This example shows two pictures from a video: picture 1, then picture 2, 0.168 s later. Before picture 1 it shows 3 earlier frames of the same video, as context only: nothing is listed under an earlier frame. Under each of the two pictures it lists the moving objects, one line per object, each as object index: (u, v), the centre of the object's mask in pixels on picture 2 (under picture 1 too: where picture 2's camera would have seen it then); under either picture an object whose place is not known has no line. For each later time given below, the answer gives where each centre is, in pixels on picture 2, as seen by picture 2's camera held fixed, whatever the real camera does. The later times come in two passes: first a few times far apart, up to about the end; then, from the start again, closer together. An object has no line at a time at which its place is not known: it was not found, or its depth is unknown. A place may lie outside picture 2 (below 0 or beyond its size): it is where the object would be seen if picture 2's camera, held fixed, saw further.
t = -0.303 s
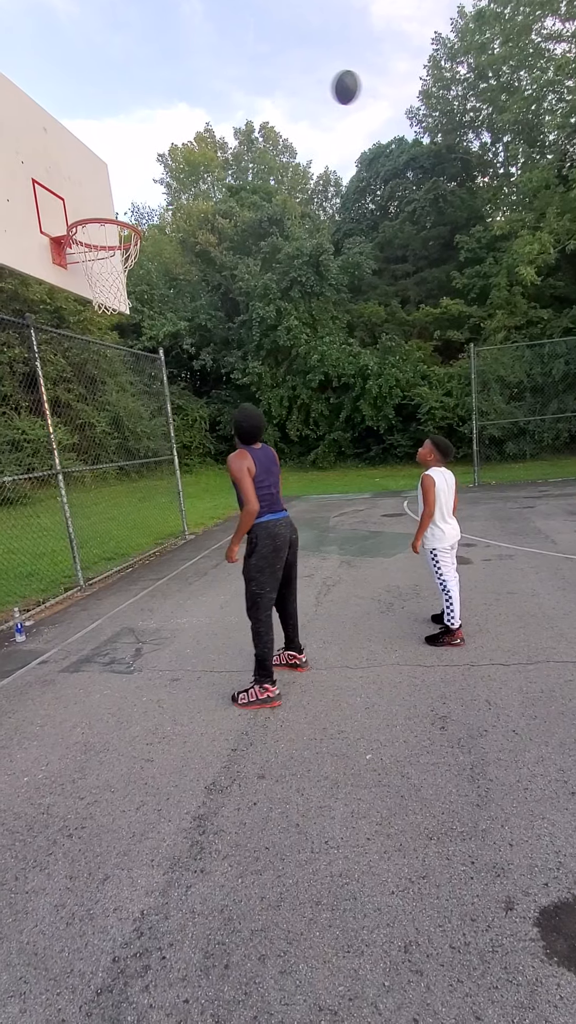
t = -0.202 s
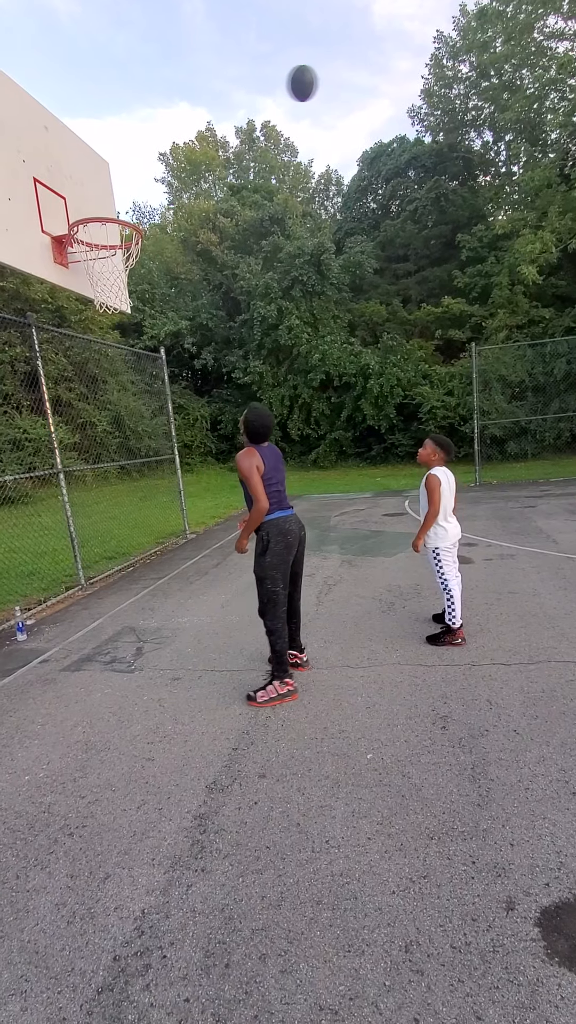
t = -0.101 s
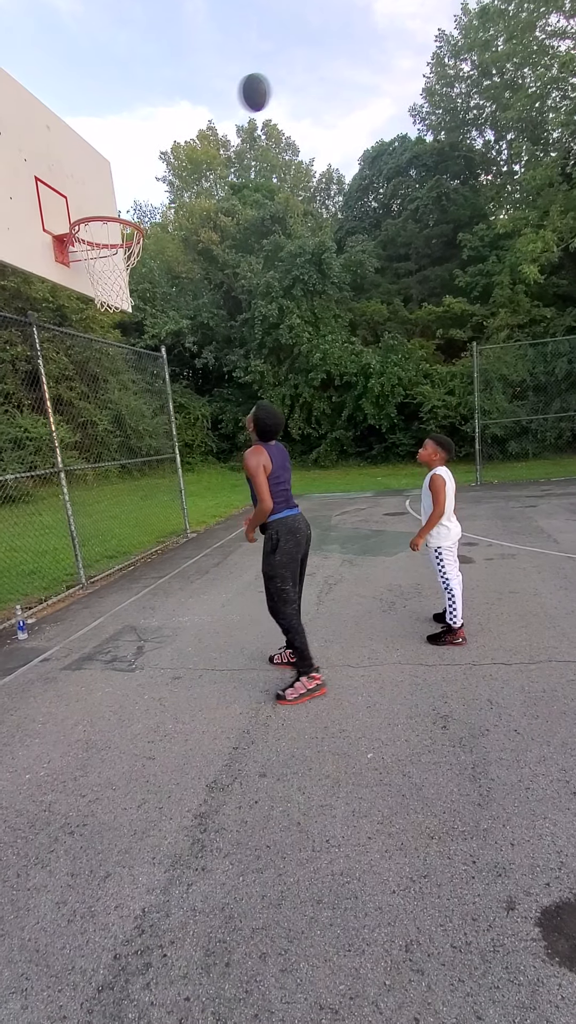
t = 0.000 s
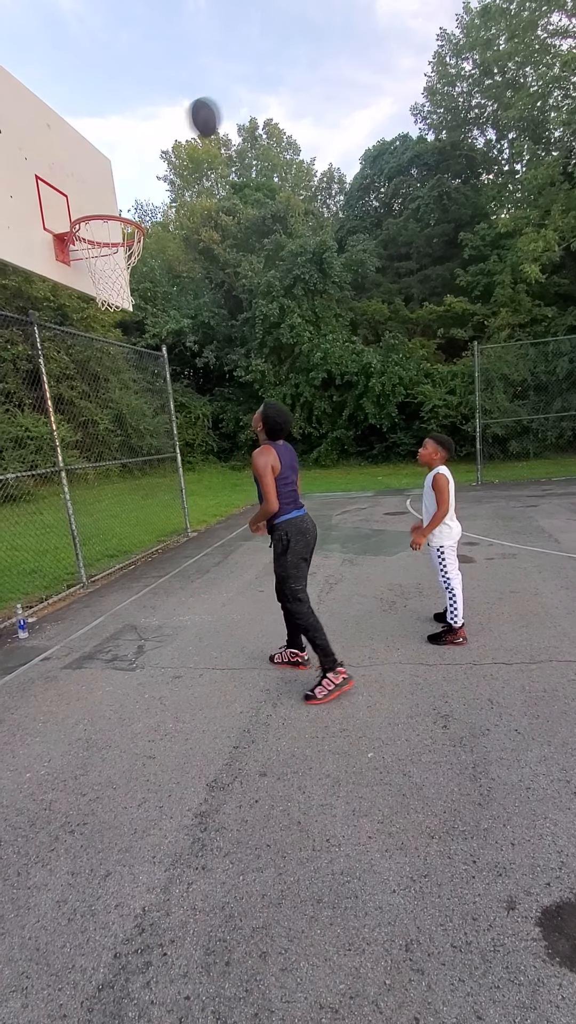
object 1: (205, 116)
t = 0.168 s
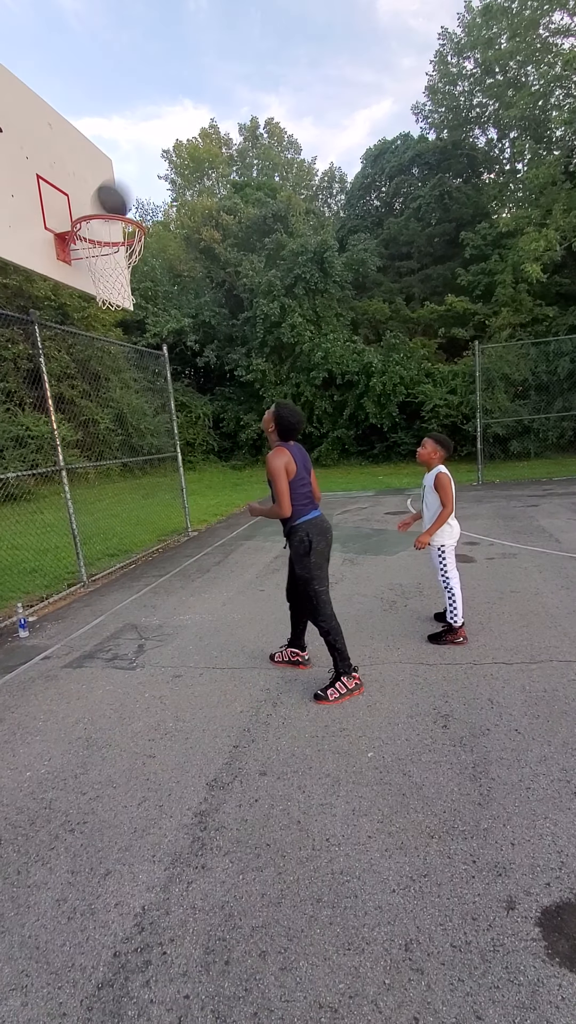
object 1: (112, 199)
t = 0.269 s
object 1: (127, 262)
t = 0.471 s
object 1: (159, 256)
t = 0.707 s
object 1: (176, 299)
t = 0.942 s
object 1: (204, 418)
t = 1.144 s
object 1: (234, 560)
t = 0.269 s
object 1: (127, 262)
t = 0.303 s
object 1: (140, 265)
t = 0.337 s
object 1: (148, 264)
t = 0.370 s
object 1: (157, 265)
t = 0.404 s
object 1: (153, 250)
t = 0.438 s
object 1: (152, 247)
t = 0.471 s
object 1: (159, 256)
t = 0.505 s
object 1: (161, 256)
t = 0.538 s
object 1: (163, 257)
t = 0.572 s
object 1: (165, 262)
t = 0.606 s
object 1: (168, 270)
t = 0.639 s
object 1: (171, 278)
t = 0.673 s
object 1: (173, 288)
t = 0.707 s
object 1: (176, 299)
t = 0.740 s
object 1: (181, 313)
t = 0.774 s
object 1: (185, 327)
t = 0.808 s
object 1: (187, 343)
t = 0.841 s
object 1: (192, 360)
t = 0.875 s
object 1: (196, 378)
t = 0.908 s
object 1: (200, 398)
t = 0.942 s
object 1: (204, 418)
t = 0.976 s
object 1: (209, 440)
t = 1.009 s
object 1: (214, 460)
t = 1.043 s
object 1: (218, 485)
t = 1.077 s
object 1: (223, 510)
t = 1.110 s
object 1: (229, 535)
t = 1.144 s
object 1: (234, 560)
